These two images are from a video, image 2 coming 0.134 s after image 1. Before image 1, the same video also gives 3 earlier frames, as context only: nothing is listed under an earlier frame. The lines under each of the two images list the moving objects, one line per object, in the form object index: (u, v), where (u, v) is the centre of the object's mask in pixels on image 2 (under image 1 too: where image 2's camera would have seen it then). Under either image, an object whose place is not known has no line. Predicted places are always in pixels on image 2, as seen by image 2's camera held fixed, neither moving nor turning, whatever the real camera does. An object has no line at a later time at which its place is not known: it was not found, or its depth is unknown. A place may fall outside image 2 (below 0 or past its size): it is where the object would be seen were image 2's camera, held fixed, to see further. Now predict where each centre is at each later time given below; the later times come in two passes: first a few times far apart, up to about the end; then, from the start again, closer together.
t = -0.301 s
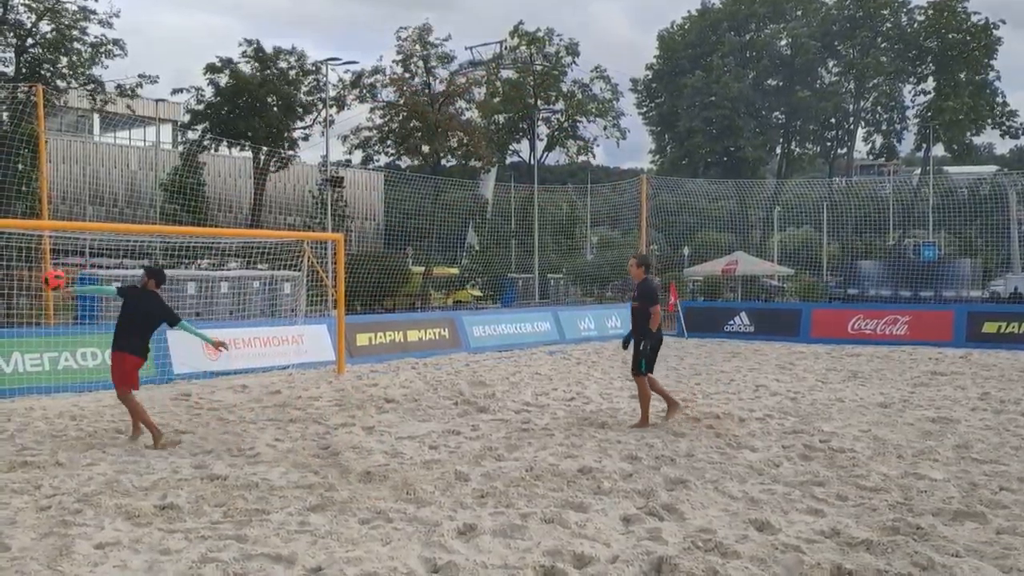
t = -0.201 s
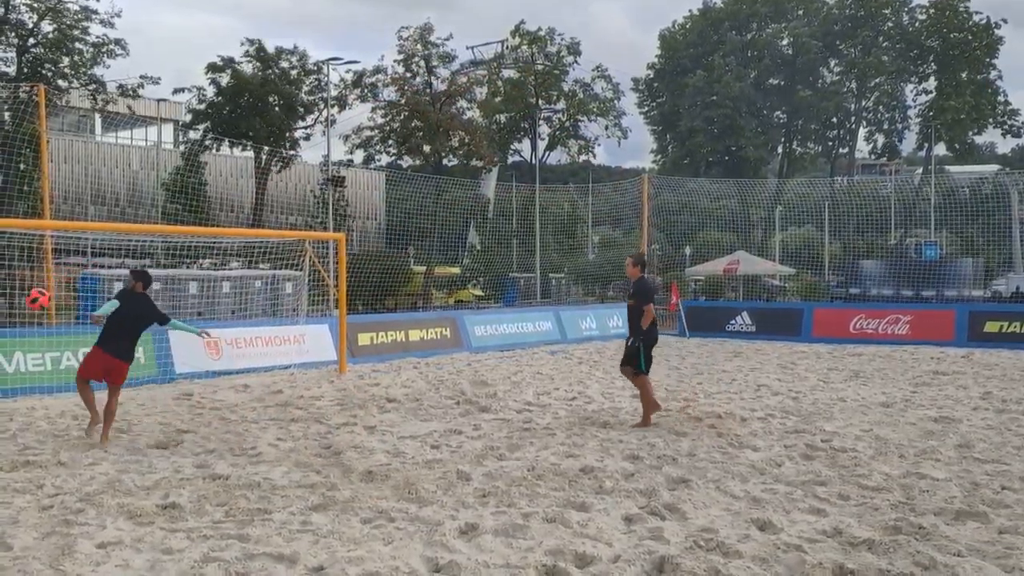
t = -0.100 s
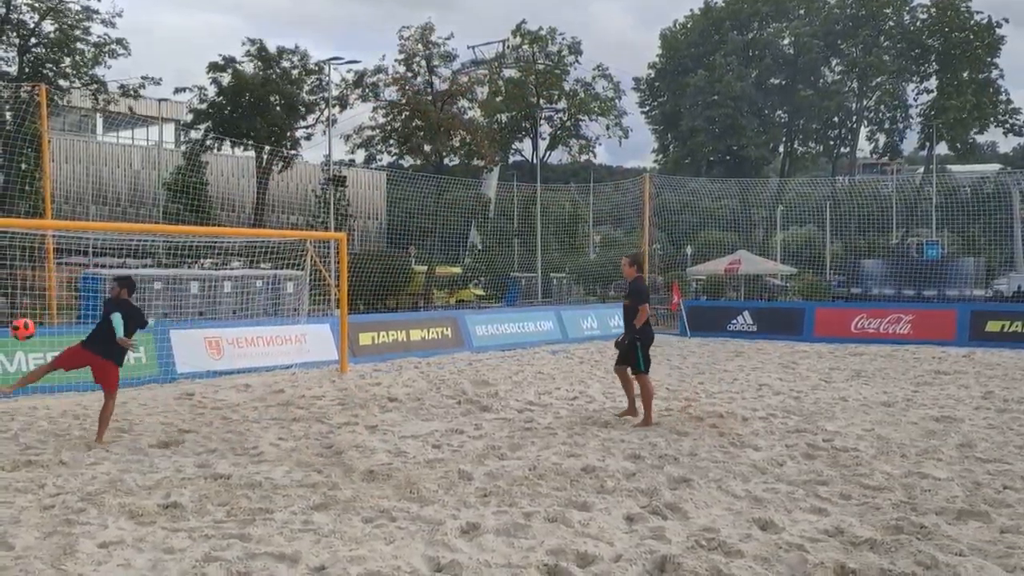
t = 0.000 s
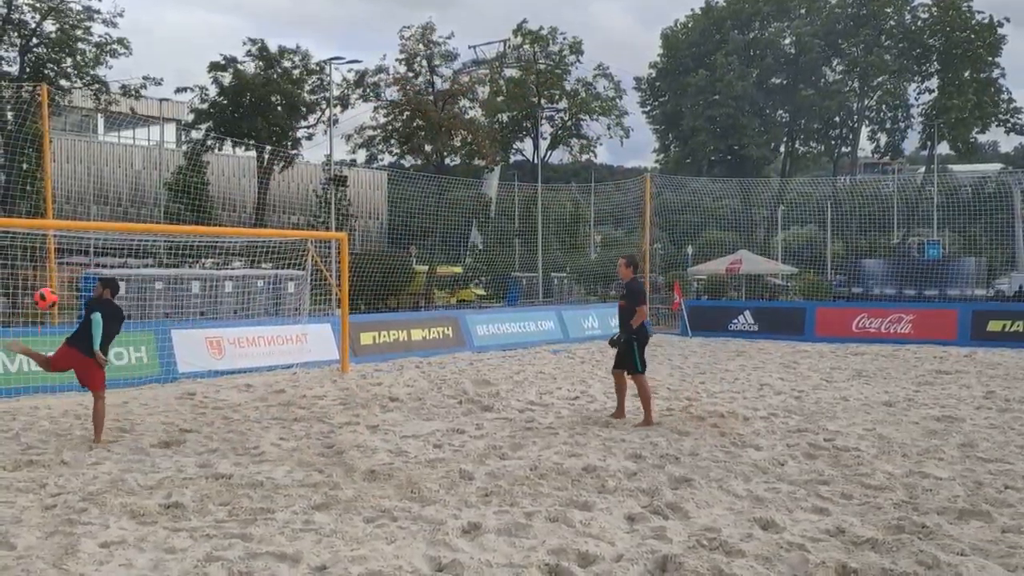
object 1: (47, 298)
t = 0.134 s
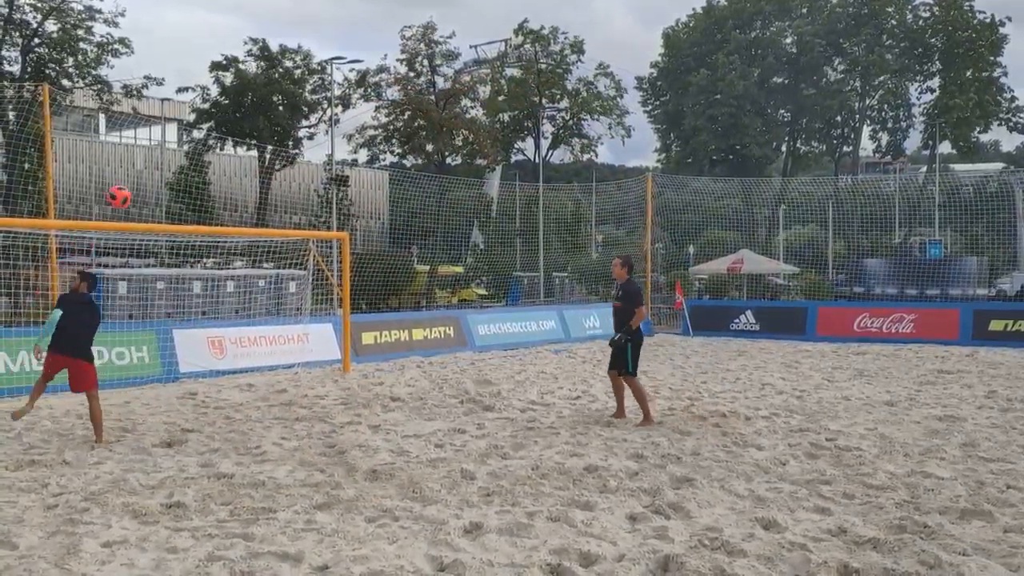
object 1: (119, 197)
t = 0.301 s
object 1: (202, 101)
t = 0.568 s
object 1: (323, 16)
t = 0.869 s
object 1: (445, 11)
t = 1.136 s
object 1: (540, 80)
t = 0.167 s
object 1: (136, 175)
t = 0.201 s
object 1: (153, 154)
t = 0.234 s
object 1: (170, 135)
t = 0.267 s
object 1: (186, 118)
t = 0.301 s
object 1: (202, 101)
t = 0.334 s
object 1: (217, 86)
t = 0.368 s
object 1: (234, 72)
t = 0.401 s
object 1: (248, 59)
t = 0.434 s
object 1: (264, 48)
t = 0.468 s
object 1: (279, 39)
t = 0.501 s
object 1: (294, 29)
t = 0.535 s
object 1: (308, 22)
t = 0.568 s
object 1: (323, 16)
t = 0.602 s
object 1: (337, 11)
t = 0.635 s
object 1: (351, 8)
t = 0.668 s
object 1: (365, 7)
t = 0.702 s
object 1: (379, 6)
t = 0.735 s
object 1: (392, 6)
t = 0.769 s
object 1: (406, 6)
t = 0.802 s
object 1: (419, 7)
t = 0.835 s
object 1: (432, 9)
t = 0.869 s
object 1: (445, 11)
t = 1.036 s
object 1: (506, 47)
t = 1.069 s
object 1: (517, 57)
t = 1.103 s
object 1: (529, 68)
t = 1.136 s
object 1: (540, 80)
